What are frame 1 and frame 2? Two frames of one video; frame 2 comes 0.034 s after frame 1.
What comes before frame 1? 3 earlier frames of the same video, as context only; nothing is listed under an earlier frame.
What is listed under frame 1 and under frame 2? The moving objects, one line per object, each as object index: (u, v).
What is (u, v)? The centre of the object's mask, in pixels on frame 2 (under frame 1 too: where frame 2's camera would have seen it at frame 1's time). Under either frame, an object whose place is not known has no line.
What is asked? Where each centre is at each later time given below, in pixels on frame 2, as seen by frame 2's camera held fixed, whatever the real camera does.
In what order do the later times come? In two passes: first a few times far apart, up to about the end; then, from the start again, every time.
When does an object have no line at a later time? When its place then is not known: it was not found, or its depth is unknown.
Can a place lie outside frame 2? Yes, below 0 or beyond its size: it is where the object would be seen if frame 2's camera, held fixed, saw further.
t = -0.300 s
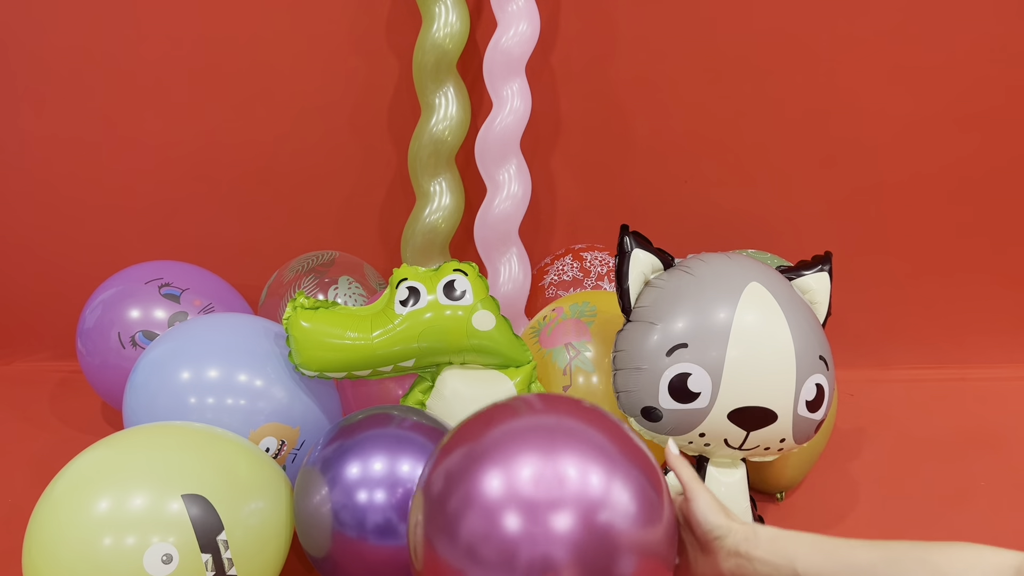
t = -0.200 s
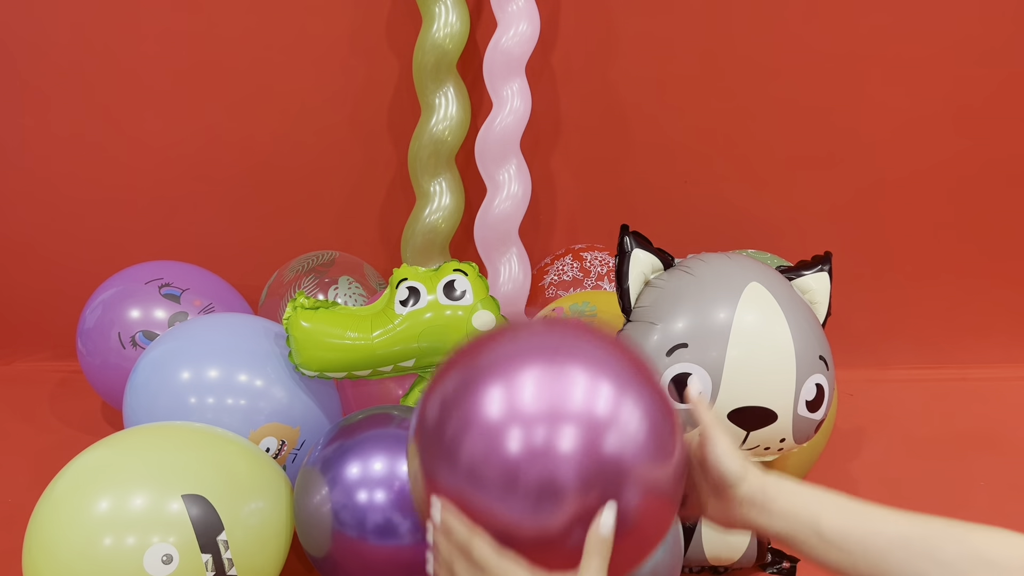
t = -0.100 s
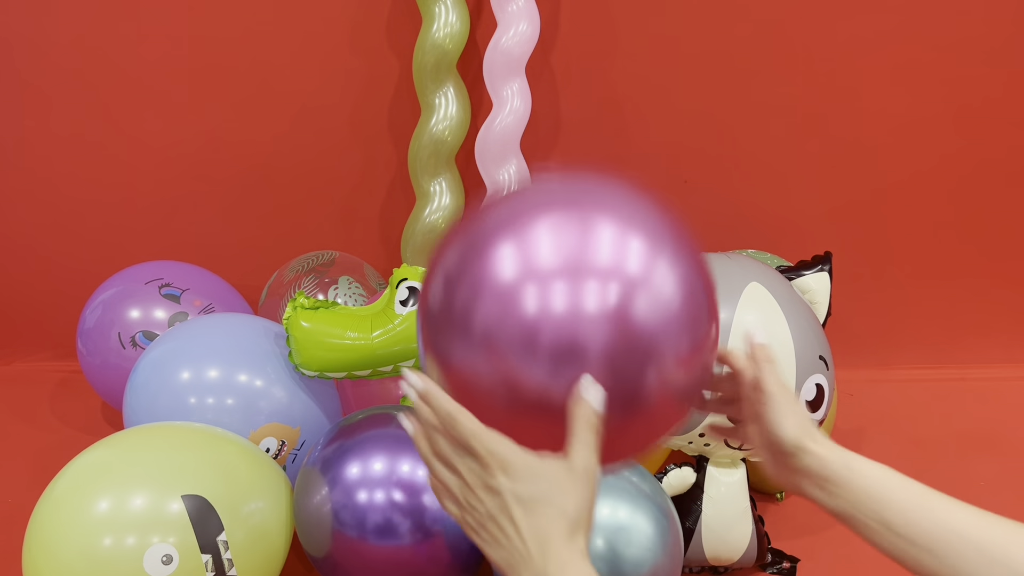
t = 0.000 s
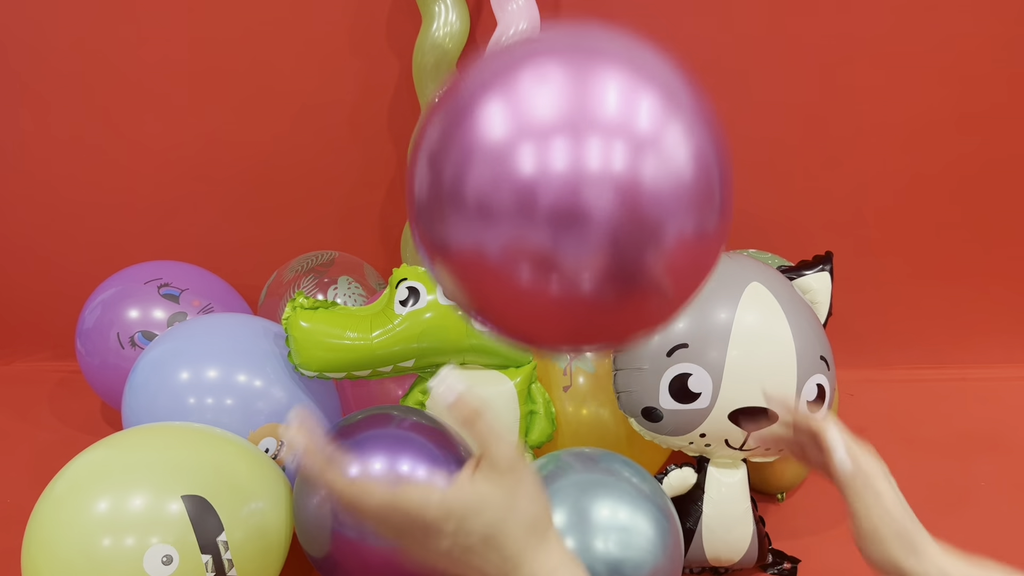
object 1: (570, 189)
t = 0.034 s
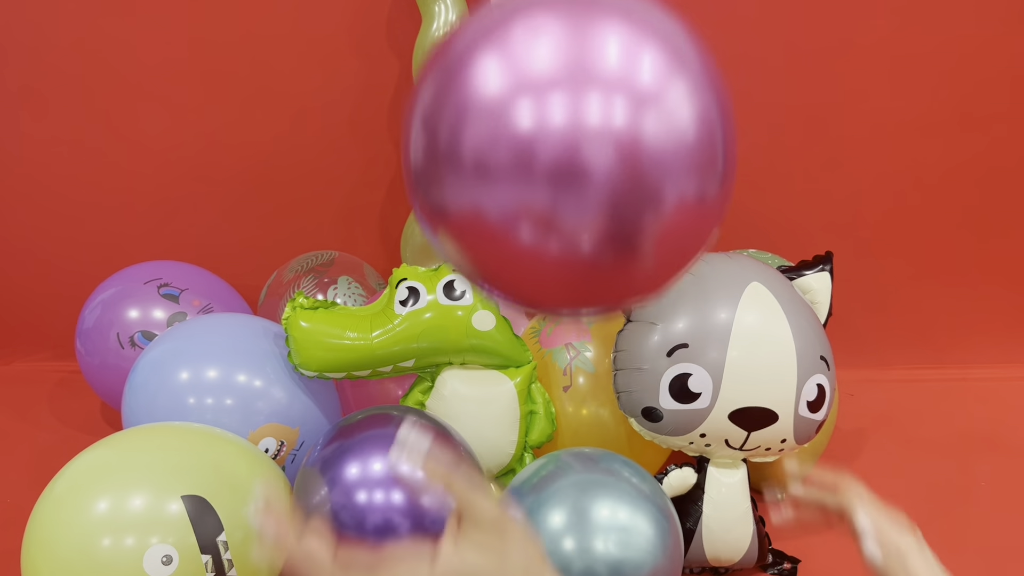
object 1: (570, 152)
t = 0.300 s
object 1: (562, 52)
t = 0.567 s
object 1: (530, 51)
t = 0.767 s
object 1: (508, 90)
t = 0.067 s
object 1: (569, 129)
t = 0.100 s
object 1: (568, 112)
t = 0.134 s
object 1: (567, 98)
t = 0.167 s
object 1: (565, 86)
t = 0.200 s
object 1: (564, 75)
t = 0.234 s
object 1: (564, 66)
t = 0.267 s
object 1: (563, 58)
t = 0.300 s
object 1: (562, 52)
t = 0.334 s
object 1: (561, 49)
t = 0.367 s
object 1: (560, 46)
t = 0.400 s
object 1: (557, 44)
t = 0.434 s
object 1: (554, 44)
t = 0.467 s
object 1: (549, 45)
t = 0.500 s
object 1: (543, 47)
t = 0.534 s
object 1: (536, 48)
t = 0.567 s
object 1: (530, 51)
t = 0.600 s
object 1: (524, 55)
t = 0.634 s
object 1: (520, 60)
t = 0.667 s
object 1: (515, 66)
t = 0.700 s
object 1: (512, 75)
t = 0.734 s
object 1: (509, 82)
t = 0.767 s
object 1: (508, 90)
